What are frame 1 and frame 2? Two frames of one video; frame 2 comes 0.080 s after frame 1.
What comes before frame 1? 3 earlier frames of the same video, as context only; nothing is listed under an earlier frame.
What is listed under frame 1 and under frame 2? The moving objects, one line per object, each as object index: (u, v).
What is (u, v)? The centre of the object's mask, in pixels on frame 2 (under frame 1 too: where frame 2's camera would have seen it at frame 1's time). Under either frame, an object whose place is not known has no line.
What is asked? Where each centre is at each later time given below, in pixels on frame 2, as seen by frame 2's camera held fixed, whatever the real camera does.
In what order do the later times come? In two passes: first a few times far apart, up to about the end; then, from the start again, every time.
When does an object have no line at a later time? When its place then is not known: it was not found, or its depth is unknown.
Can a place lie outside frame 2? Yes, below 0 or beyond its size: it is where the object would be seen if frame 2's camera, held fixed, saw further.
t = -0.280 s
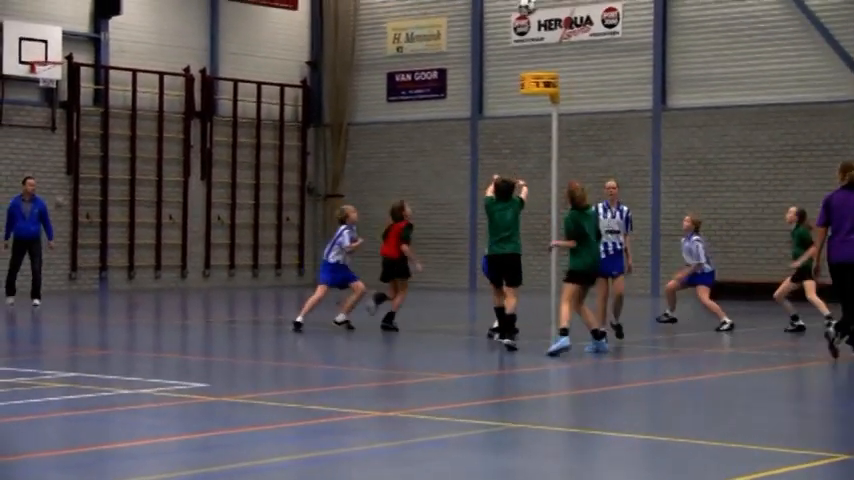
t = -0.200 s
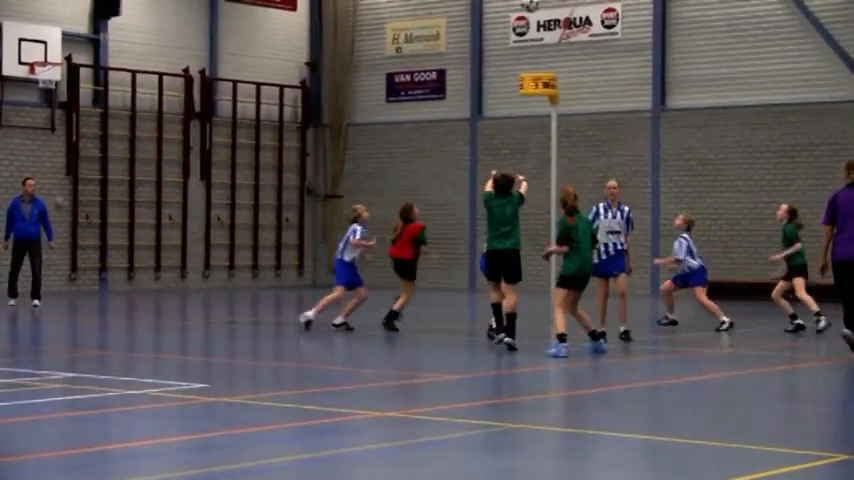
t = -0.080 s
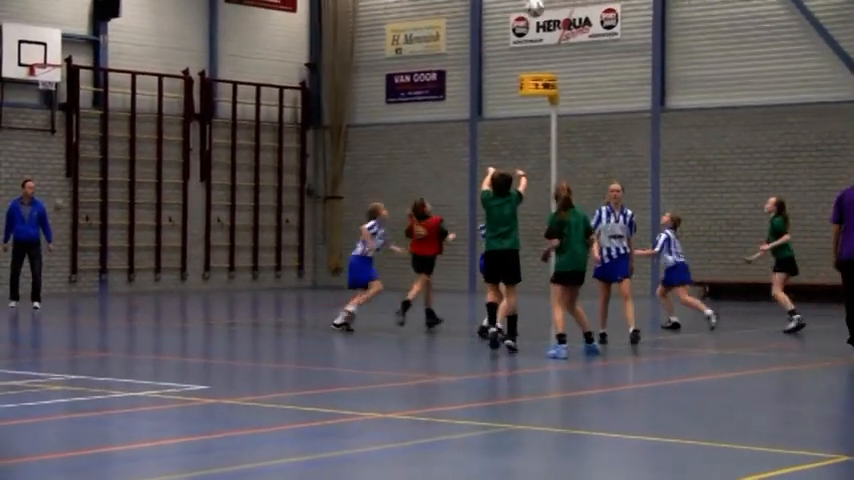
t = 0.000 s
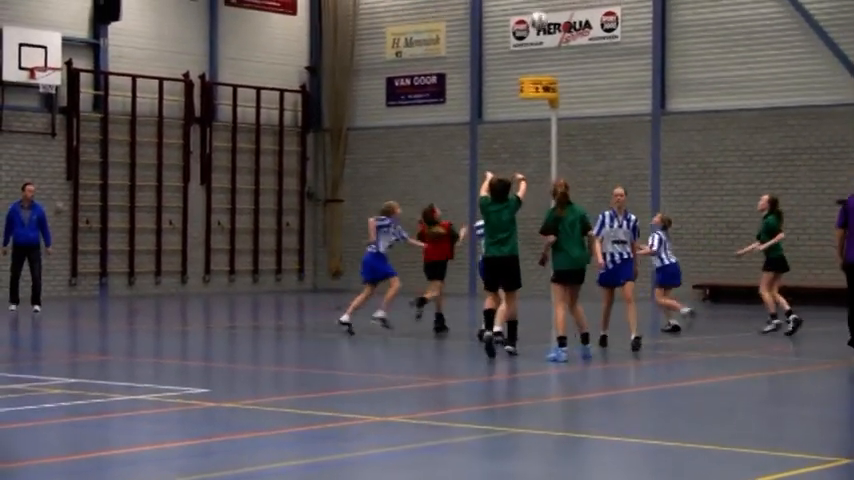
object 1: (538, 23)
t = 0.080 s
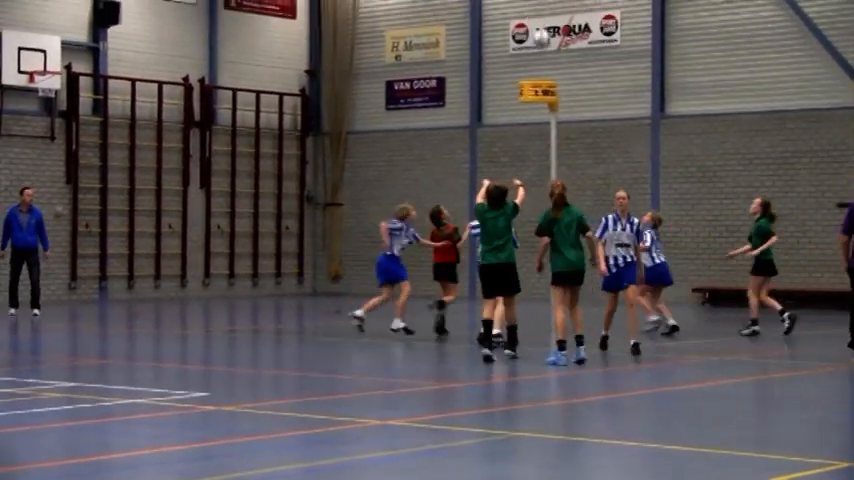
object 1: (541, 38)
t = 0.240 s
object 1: (550, 69)
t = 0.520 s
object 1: (589, 63)
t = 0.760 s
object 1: (623, 109)
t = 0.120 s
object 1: (543, 46)
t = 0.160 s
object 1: (545, 57)
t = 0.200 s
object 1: (546, 68)
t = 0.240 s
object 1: (550, 69)
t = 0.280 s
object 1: (556, 65)
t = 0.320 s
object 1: (562, 62)
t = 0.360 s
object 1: (567, 58)
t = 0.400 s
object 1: (572, 58)
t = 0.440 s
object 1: (577, 58)
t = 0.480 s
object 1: (583, 59)
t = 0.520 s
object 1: (589, 63)
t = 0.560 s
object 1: (595, 67)
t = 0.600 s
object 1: (601, 72)
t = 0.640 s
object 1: (605, 79)
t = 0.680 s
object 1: (612, 88)
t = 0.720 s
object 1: (617, 97)
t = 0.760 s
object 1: (623, 109)
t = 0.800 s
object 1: (629, 121)
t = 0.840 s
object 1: (635, 135)
